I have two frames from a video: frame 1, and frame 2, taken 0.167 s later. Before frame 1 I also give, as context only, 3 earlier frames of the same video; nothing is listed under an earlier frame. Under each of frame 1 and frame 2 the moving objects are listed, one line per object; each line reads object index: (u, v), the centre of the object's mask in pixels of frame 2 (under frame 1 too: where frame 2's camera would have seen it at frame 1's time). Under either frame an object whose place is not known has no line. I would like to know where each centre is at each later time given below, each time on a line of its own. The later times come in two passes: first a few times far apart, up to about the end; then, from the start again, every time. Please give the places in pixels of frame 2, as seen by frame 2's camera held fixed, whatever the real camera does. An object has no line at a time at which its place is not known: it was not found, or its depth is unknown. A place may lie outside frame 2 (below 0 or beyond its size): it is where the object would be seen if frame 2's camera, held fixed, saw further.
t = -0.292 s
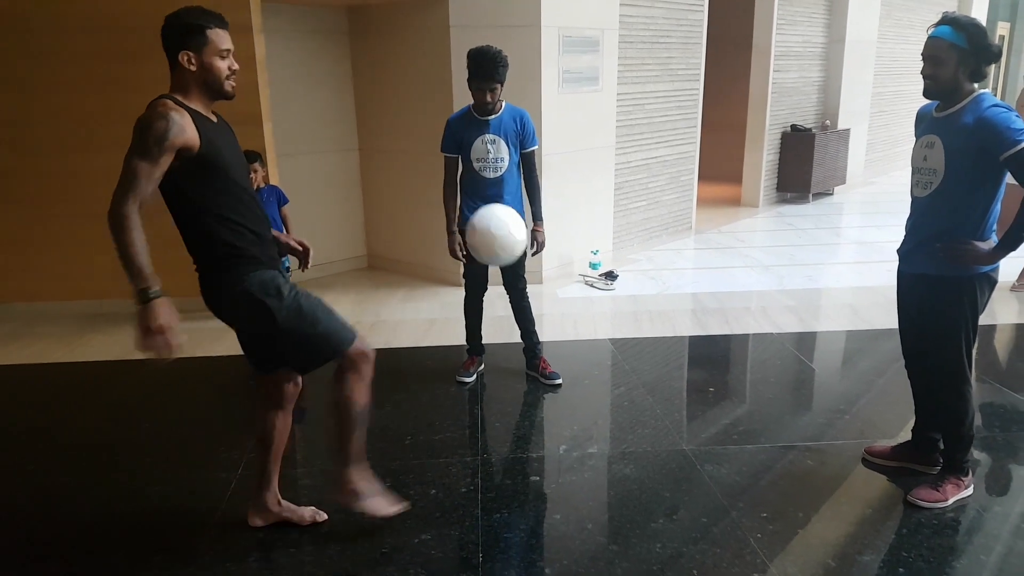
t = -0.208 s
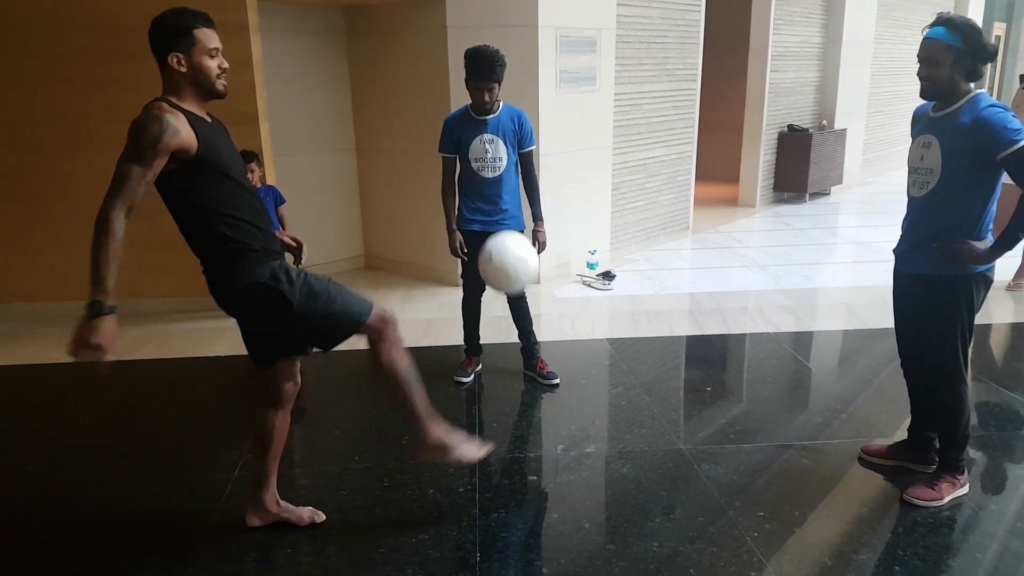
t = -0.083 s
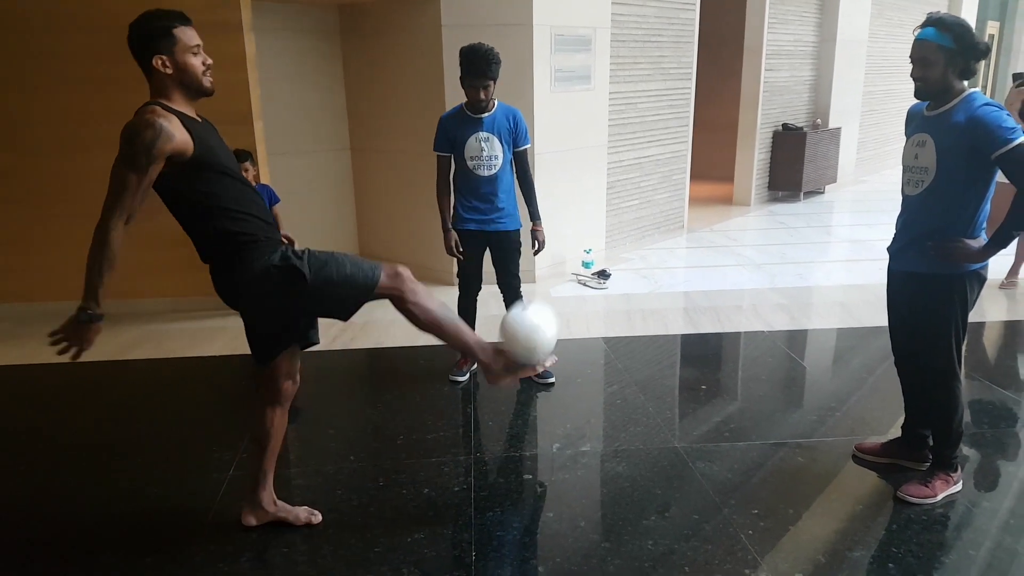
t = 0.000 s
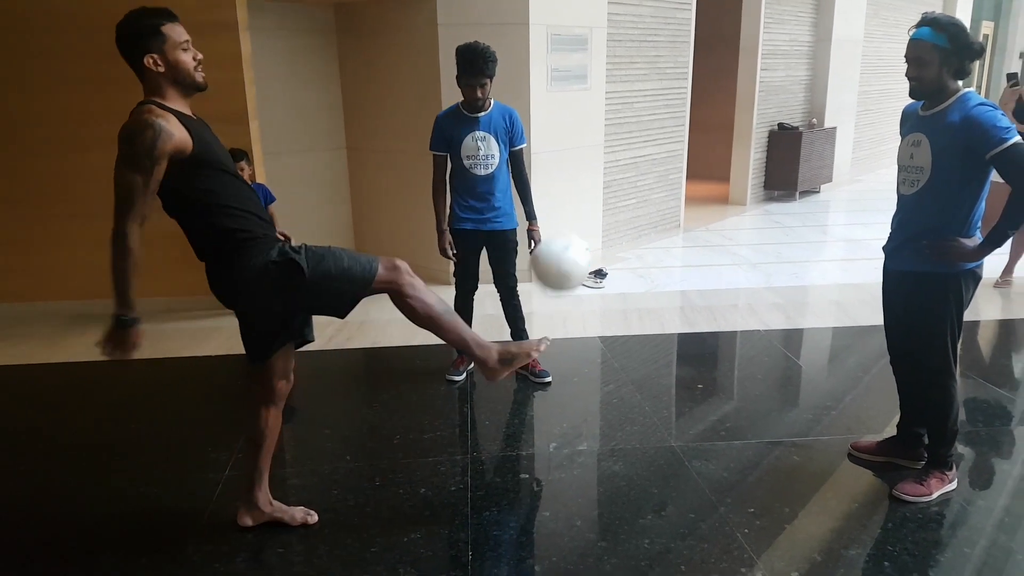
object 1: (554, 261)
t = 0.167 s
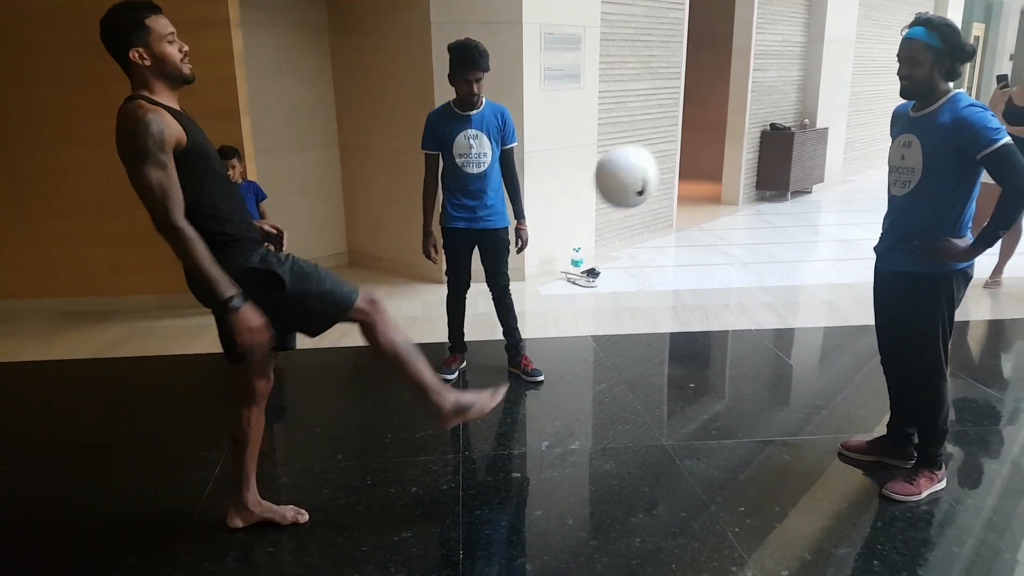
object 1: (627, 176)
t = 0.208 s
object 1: (642, 168)
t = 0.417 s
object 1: (737, 190)
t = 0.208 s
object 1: (642, 168)
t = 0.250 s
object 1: (665, 161)
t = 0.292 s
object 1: (680, 161)
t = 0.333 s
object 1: (702, 167)
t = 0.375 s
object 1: (716, 174)
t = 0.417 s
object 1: (737, 190)
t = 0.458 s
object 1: (751, 206)
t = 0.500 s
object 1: (770, 235)
